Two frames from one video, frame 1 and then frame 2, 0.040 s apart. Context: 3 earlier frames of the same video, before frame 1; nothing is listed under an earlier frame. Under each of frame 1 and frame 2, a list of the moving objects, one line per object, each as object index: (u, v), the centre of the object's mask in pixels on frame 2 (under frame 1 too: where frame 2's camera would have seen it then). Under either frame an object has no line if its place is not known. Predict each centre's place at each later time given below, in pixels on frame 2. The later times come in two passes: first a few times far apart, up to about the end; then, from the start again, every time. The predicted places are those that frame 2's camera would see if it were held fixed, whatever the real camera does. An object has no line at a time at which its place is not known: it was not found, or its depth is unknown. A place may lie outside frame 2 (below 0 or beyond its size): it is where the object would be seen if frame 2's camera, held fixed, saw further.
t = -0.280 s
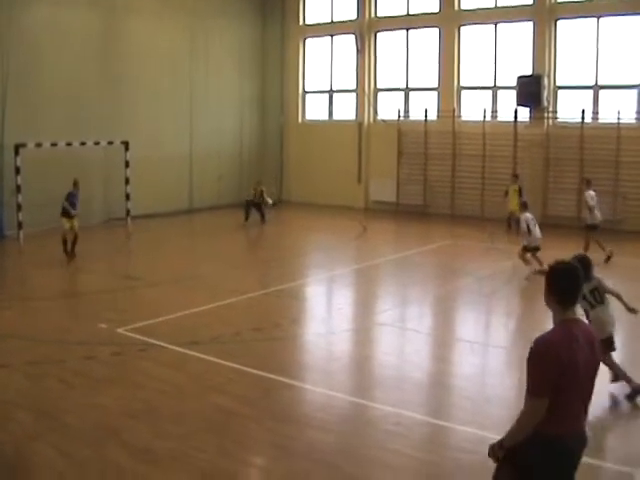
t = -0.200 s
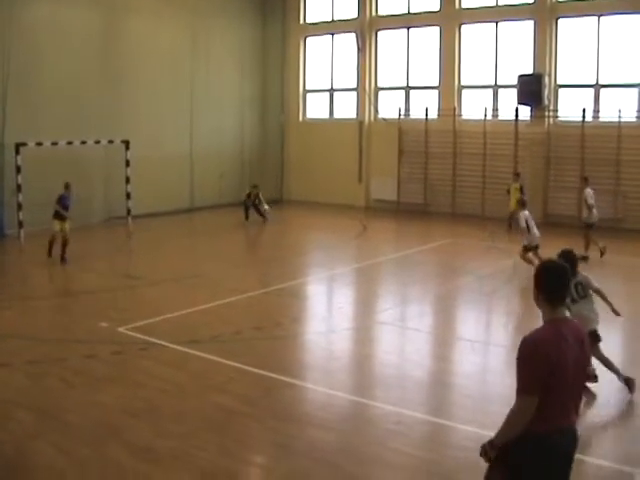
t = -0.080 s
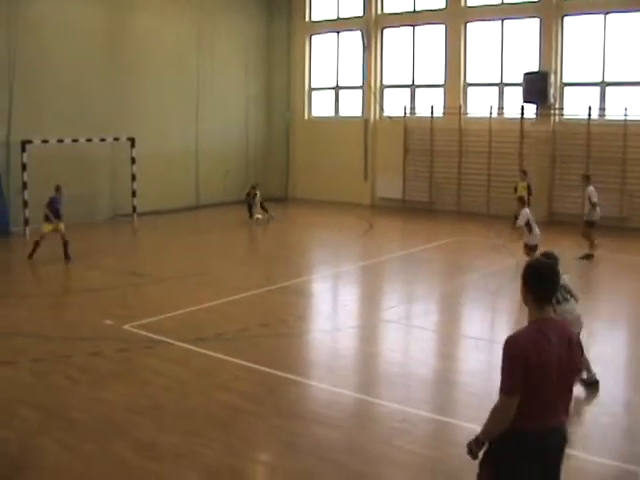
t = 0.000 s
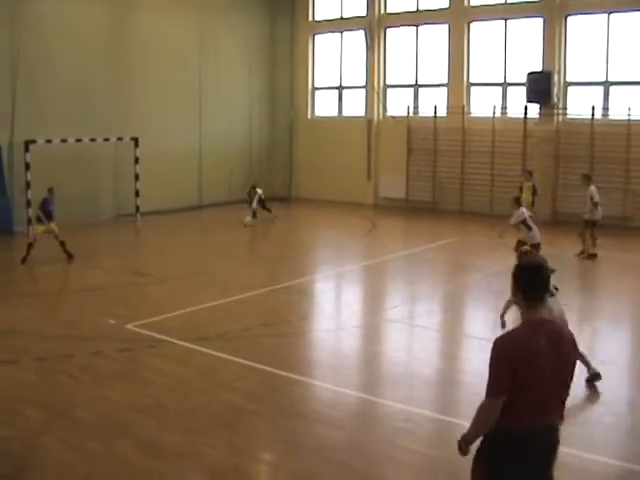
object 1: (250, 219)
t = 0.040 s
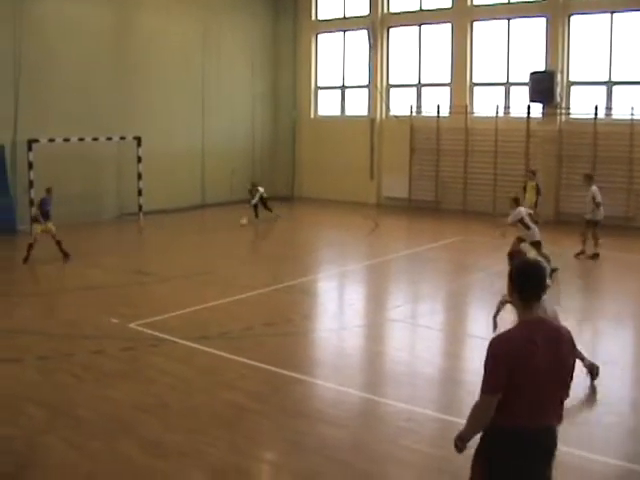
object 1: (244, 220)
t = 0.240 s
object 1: (211, 227)
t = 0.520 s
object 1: (166, 236)
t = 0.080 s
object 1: (237, 221)
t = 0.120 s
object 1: (231, 221)
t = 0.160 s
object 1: (223, 223)
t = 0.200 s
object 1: (217, 224)
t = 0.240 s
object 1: (211, 227)
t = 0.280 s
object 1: (205, 228)
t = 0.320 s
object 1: (197, 229)
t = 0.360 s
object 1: (192, 231)
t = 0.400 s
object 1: (187, 232)
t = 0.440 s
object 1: (180, 233)
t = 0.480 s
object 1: (172, 235)
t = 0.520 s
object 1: (166, 236)
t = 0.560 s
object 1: (162, 238)
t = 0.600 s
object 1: (154, 239)
